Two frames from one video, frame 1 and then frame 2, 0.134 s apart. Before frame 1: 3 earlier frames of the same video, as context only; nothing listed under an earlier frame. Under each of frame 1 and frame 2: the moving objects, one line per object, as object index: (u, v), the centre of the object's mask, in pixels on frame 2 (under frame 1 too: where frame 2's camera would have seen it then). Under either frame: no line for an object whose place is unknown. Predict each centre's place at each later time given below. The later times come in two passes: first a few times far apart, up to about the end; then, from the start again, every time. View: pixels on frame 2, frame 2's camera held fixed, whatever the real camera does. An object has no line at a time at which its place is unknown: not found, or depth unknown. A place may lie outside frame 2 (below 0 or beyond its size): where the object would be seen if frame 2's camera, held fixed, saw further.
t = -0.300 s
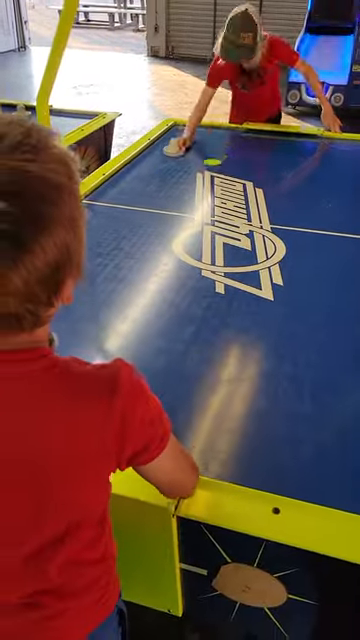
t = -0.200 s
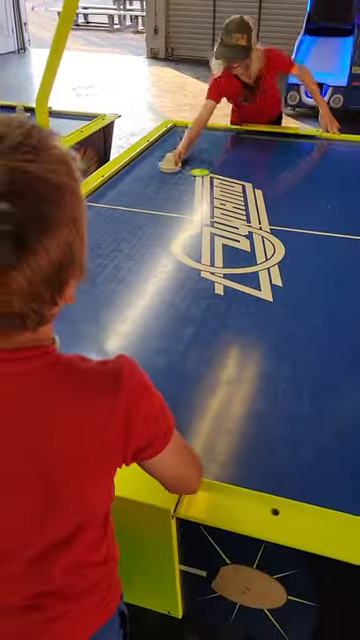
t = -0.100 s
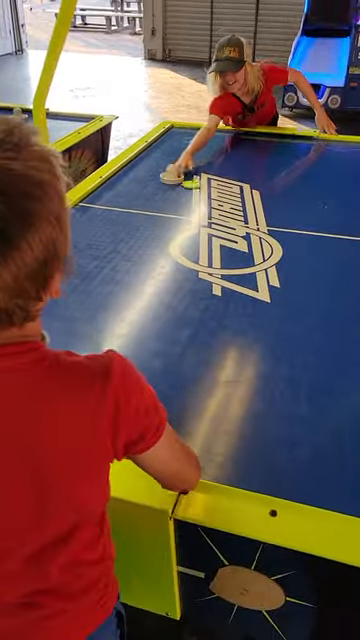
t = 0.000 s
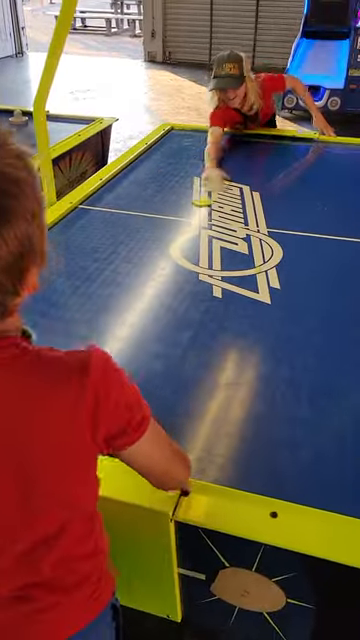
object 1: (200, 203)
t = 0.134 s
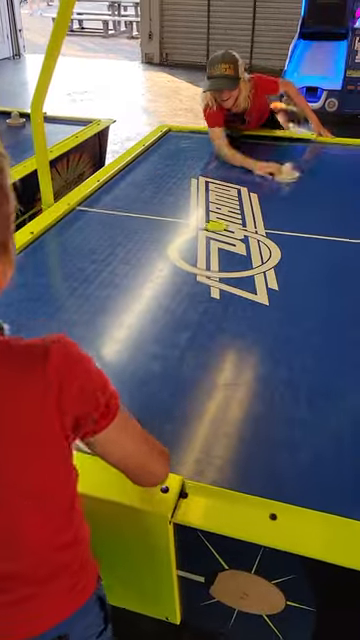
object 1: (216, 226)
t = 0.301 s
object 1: (239, 261)
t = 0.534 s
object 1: (283, 329)
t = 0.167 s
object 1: (220, 232)
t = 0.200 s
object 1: (225, 239)
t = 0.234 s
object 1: (229, 245)
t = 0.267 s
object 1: (234, 253)
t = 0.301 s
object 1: (239, 261)
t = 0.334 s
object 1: (244, 269)
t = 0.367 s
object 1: (250, 278)
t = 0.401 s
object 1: (256, 287)
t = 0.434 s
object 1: (263, 297)
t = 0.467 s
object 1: (269, 307)
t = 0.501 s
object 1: (276, 318)
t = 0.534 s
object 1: (283, 329)
